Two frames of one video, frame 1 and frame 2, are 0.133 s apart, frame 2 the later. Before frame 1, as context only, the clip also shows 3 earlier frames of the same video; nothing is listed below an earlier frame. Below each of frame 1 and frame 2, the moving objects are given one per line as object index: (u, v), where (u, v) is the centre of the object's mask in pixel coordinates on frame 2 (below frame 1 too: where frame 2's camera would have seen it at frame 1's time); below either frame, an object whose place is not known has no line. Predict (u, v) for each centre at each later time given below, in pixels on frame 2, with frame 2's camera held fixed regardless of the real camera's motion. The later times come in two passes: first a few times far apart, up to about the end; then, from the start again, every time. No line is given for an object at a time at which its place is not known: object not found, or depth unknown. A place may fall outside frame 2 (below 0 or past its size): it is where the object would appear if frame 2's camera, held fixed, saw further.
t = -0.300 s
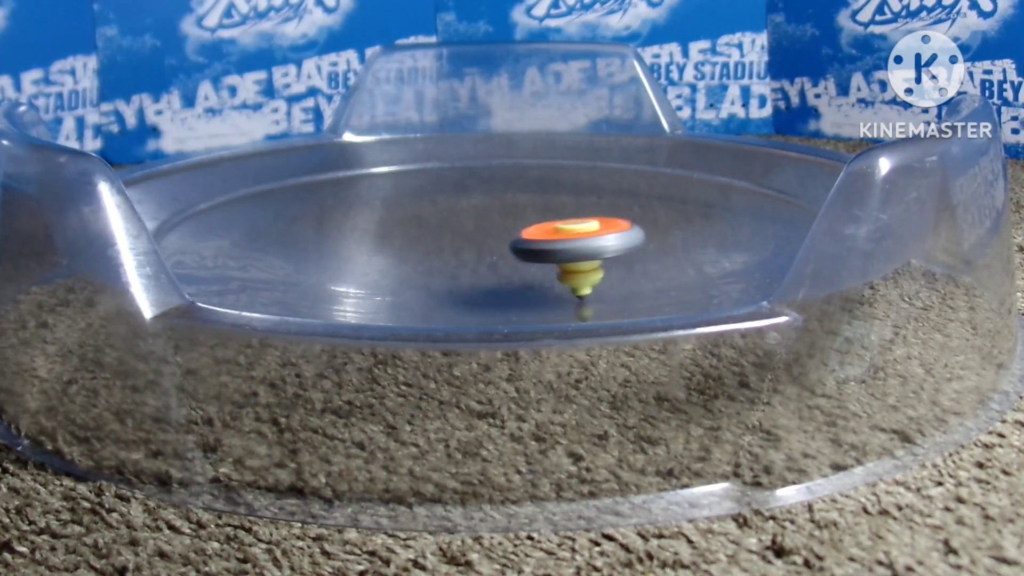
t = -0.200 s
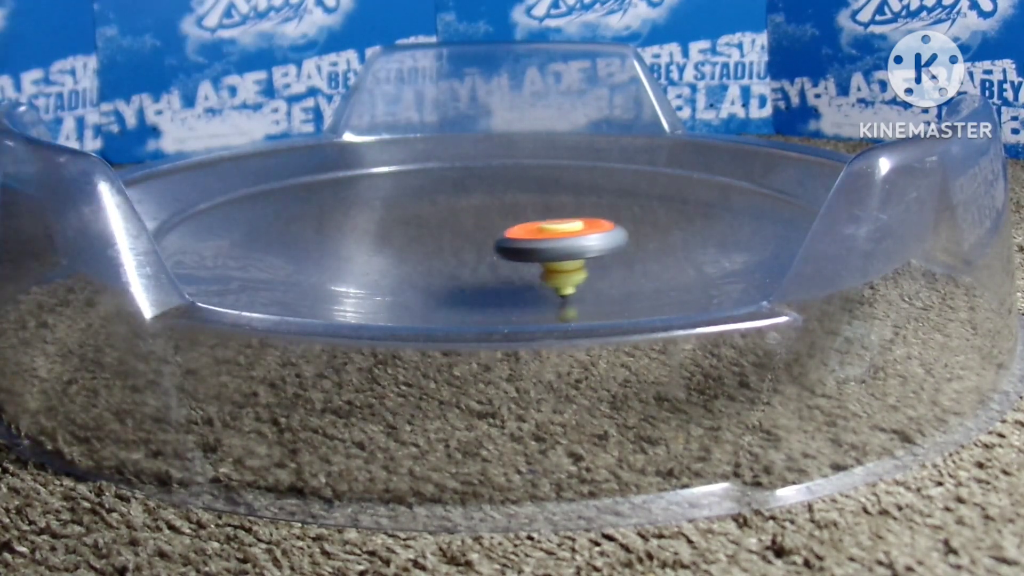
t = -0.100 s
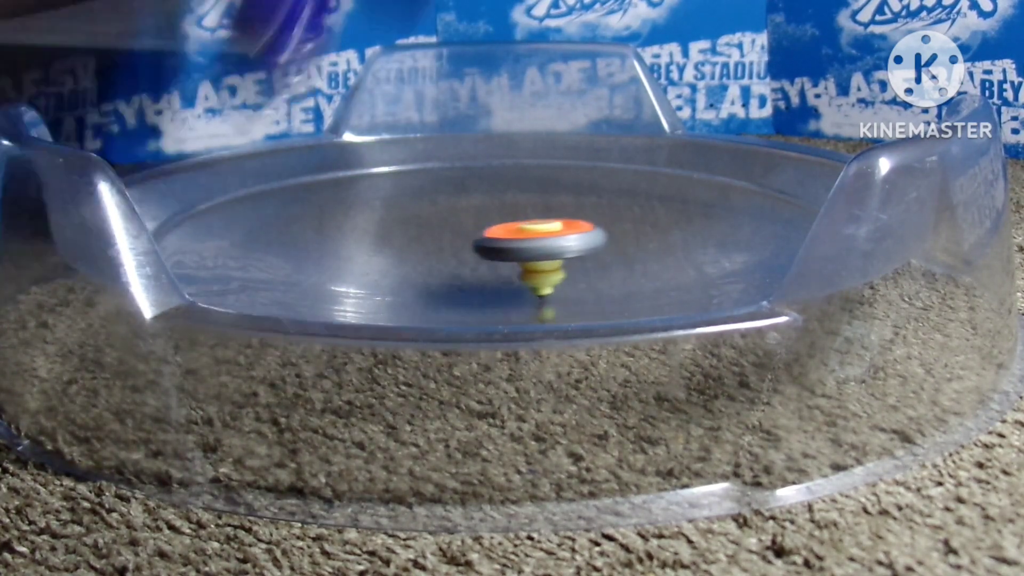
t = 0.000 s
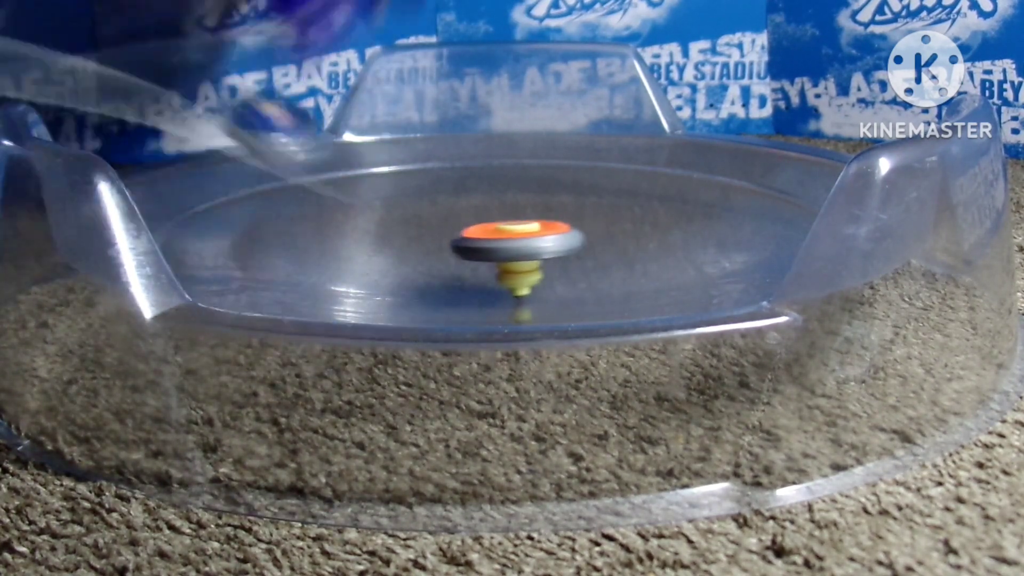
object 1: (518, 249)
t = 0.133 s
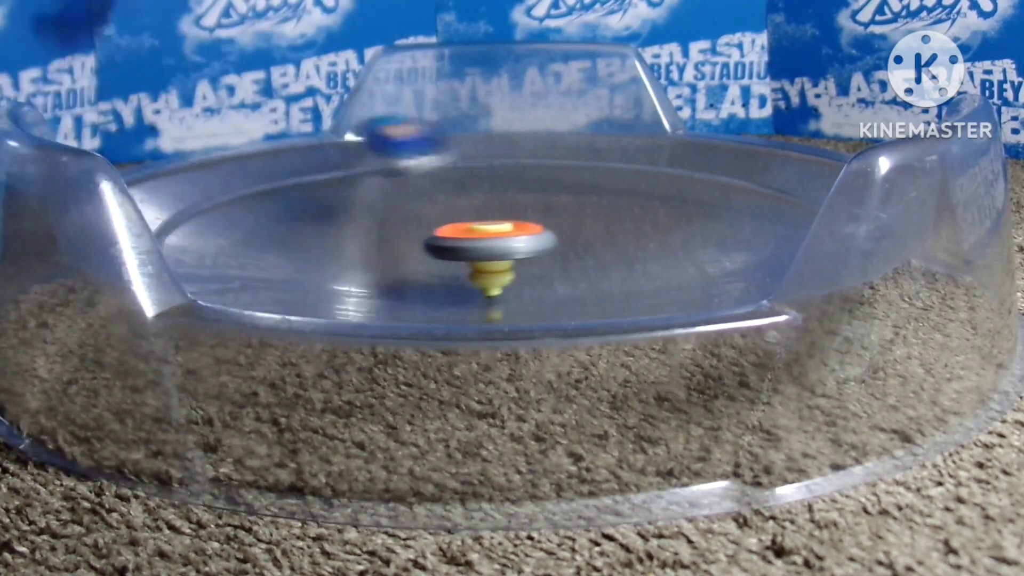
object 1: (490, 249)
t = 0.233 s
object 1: (469, 250)
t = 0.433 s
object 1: (438, 251)
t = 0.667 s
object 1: (428, 251)
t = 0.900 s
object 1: (435, 250)
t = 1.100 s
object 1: (437, 244)
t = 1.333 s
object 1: (429, 236)
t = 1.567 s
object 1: (417, 227)
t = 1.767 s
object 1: (412, 223)
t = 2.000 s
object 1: (420, 222)
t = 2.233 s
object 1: (442, 221)
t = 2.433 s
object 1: (464, 219)
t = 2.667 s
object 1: (286, 141)
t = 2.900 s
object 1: (242, 160)
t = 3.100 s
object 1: (304, 210)
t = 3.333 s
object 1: (159, 189)
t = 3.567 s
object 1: (325, 242)
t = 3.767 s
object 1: (503, 242)
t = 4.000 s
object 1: (560, 219)
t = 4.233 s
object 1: (555, 198)
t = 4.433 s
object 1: (491, 182)
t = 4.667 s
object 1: (323, 142)
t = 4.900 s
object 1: (307, 167)
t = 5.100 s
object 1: (356, 216)
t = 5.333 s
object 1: (431, 236)
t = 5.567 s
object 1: (497, 235)
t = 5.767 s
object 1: (541, 223)
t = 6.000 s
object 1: (507, 220)
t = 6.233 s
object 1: (368, 218)
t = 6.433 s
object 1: (382, 255)
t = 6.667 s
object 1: (519, 267)
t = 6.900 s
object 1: (596, 262)
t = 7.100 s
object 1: (618, 258)
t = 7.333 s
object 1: (580, 256)
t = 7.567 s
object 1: (600, 230)
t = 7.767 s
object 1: (576, 207)
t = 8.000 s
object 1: (485, 198)
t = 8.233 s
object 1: (340, 175)
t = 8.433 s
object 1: (307, 194)
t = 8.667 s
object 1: (334, 216)
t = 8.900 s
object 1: (291, 207)
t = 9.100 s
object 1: (198, 189)
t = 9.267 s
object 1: (252, 212)
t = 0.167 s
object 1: (482, 249)
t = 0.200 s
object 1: (475, 249)
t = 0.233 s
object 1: (469, 250)
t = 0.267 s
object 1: (462, 250)
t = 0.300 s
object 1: (455, 251)
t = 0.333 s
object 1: (449, 251)
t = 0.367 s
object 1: (445, 250)
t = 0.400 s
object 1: (441, 251)
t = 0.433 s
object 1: (438, 251)
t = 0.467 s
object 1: (436, 251)
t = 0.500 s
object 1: (434, 251)
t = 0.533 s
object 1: (431, 251)
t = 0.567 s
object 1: (429, 252)
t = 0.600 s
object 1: (428, 252)
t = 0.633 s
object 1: (428, 251)
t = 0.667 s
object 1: (428, 251)
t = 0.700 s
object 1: (429, 251)
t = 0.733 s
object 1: (429, 251)
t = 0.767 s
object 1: (430, 251)
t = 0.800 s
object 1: (431, 251)
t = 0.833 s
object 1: (432, 250)
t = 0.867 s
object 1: (433, 250)
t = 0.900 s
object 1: (435, 250)
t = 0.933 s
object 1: (436, 249)
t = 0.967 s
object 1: (437, 248)
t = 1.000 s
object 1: (437, 247)
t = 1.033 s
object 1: (437, 247)
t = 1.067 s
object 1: (437, 246)
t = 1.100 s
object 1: (437, 244)
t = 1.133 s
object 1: (436, 243)
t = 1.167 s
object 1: (436, 242)
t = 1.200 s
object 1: (435, 241)
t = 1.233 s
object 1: (433, 239)
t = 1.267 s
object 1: (432, 238)
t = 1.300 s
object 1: (430, 237)
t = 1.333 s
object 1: (429, 236)
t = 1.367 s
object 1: (427, 234)
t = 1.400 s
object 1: (425, 233)
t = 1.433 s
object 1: (424, 232)
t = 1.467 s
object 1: (422, 231)
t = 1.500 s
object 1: (421, 230)
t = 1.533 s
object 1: (419, 229)
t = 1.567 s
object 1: (417, 227)
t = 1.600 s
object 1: (416, 226)
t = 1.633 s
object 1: (414, 225)
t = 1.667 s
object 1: (414, 225)
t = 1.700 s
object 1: (414, 224)
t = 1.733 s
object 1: (413, 224)
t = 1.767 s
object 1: (412, 223)
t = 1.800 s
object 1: (412, 223)
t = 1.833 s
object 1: (412, 223)
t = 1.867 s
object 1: (413, 223)
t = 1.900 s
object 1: (414, 223)
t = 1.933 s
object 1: (415, 223)
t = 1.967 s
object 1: (418, 222)
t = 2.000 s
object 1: (420, 222)
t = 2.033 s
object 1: (423, 222)
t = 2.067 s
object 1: (426, 222)
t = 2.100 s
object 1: (429, 222)
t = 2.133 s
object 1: (432, 222)
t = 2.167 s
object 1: (435, 222)
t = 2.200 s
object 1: (439, 221)
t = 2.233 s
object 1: (442, 221)
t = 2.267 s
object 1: (446, 221)
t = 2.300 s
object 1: (450, 221)
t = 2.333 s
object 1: (454, 220)
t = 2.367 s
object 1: (457, 220)
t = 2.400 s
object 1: (461, 220)
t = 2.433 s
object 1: (464, 219)
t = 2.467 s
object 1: (467, 219)
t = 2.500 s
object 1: (472, 219)
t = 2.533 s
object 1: (456, 209)
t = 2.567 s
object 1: (397, 188)
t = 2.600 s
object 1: (349, 171)
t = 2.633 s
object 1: (312, 155)
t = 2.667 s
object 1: (286, 141)
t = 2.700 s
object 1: (273, 134)
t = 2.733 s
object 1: (260, 138)
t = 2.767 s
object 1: (252, 139)
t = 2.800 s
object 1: (246, 142)
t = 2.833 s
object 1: (242, 145)
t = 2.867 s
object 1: (240, 149)
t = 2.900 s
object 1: (242, 160)
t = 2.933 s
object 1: (247, 167)
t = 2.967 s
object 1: (254, 175)
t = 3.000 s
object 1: (262, 183)
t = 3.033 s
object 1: (273, 192)
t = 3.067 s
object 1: (288, 202)
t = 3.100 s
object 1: (304, 210)
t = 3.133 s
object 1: (322, 218)
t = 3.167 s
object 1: (307, 187)
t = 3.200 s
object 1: (267, 152)
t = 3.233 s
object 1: (227, 140)
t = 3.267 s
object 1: (183, 156)
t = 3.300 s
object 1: (164, 191)
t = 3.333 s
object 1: (159, 189)
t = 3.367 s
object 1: (144, 185)
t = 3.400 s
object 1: (149, 165)
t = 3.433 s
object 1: (171, 165)
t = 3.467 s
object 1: (210, 197)
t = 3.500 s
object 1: (245, 231)
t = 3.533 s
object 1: (280, 234)
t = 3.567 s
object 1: (325, 242)
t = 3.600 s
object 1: (366, 249)
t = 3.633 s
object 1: (405, 250)
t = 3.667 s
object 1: (437, 249)
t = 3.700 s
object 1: (465, 248)
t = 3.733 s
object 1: (488, 245)
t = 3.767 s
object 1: (503, 242)
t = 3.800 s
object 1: (517, 239)
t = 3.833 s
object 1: (526, 237)
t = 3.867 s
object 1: (535, 234)
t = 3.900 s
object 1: (543, 230)
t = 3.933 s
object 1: (550, 227)
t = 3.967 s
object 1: (556, 223)
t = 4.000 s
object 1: (560, 219)
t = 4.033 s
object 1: (563, 216)
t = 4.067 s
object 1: (565, 212)
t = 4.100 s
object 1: (565, 208)
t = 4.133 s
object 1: (564, 205)
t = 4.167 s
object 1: (562, 202)
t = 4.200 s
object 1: (559, 200)
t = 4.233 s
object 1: (555, 198)
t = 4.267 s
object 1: (551, 197)
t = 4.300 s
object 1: (547, 196)
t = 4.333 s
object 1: (542, 196)
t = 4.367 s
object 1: (539, 196)
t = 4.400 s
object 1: (531, 195)
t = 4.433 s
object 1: (491, 182)
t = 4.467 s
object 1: (450, 167)
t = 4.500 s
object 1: (413, 154)
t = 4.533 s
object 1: (382, 144)
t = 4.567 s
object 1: (359, 139)
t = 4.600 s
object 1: (343, 138)
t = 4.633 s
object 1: (332, 140)
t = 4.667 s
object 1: (323, 142)
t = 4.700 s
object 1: (315, 146)
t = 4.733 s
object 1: (310, 150)
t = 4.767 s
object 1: (306, 145)
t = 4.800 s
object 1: (302, 142)
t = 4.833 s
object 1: (300, 155)
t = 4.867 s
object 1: (302, 159)
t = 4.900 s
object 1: (307, 167)
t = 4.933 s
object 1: (312, 175)
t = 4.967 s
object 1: (318, 184)
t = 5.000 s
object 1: (327, 193)
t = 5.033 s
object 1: (337, 202)
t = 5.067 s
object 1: (346, 210)
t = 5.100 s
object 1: (356, 216)
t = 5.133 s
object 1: (367, 222)
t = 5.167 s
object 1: (378, 226)
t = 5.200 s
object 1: (390, 230)
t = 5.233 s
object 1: (400, 232)
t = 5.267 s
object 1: (410, 234)
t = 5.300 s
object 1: (421, 235)
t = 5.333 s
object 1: (431, 236)
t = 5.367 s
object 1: (441, 237)
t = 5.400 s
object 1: (451, 237)
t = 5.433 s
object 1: (461, 237)
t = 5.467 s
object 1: (470, 237)
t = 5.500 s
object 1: (480, 236)
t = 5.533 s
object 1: (489, 236)
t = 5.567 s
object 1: (497, 235)
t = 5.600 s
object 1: (505, 234)
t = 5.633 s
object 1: (513, 234)
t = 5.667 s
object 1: (520, 233)
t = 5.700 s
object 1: (527, 231)
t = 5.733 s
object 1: (534, 229)
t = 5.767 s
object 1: (541, 223)
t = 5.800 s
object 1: (544, 221)
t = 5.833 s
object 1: (547, 220)
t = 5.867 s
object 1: (552, 225)
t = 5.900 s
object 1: (556, 224)
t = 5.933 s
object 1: (558, 223)
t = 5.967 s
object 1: (552, 222)
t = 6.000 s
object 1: (507, 220)
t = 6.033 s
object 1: (464, 217)
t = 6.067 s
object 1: (430, 214)
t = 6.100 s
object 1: (405, 211)
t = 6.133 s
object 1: (387, 210)
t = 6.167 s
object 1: (377, 212)
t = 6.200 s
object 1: (371, 215)
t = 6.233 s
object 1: (368, 218)
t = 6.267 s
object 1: (366, 221)
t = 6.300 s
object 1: (365, 225)
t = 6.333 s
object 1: (365, 228)
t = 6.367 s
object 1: (366, 231)
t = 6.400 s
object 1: (371, 240)
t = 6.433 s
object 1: (382, 255)
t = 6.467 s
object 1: (397, 264)
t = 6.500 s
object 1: (416, 267)
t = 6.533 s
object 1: (439, 269)
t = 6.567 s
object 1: (462, 268)
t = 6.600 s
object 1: (482, 268)
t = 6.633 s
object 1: (502, 268)
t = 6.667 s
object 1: (519, 267)
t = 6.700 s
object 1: (536, 266)
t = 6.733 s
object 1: (550, 252)
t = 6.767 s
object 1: (559, 254)
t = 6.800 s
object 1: (570, 263)
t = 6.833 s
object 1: (578, 264)
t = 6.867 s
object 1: (587, 263)
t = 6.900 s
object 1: (596, 262)
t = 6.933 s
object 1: (604, 261)
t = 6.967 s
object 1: (609, 260)
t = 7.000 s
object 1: (614, 259)
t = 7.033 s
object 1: (617, 258)
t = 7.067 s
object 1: (618, 258)
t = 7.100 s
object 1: (618, 258)
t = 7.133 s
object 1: (617, 257)
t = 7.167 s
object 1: (614, 257)
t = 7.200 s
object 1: (610, 256)
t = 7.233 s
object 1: (604, 255)
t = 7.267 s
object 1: (597, 256)
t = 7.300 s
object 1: (589, 255)
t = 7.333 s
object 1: (580, 256)
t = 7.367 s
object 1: (571, 254)
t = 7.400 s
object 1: (560, 255)
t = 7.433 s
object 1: (550, 255)
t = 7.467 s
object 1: (541, 255)
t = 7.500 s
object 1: (550, 253)
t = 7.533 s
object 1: (579, 240)
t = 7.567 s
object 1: (600, 230)
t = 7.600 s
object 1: (611, 220)
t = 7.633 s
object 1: (614, 210)
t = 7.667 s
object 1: (610, 205)
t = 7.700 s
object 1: (602, 206)
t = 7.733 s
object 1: (590, 207)
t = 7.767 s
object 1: (576, 207)
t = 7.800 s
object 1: (563, 207)
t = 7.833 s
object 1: (549, 208)
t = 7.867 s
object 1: (537, 208)
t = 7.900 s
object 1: (525, 208)
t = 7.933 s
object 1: (513, 208)
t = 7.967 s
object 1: (501, 209)
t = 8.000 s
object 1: (485, 198)
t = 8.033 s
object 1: (468, 191)
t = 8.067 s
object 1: (442, 195)
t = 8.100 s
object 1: (420, 188)
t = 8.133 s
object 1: (396, 181)
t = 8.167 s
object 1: (372, 176)
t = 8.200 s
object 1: (354, 176)
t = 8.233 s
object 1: (340, 175)
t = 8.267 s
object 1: (330, 179)
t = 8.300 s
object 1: (321, 183)
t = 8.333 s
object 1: (315, 185)
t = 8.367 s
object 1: (311, 188)
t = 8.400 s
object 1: (308, 191)
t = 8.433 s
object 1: (307, 194)
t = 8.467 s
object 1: (307, 198)
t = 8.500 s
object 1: (309, 201)
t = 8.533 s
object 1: (313, 205)
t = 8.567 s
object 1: (317, 205)
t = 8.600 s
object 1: (321, 207)
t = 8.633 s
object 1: (327, 209)
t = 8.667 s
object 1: (334, 216)
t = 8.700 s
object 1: (341, 218)
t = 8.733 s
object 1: (350, 220)
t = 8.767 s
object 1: (358, 221)
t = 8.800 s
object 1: (366, 222)
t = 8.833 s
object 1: (373, 223)
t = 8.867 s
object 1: (350, 214)
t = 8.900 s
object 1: (291, 207)
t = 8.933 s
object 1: (248, 197)
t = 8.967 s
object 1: (219, 189)
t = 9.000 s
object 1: (202, 185)
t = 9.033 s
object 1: (196, 185)
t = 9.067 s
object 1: (196, 187)
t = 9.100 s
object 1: (198, 189)
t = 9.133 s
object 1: (204, 192)
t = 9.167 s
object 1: (211, 196)
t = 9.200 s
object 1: (223, 200)
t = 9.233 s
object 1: (236, 205)
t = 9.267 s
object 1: (252, 212)
